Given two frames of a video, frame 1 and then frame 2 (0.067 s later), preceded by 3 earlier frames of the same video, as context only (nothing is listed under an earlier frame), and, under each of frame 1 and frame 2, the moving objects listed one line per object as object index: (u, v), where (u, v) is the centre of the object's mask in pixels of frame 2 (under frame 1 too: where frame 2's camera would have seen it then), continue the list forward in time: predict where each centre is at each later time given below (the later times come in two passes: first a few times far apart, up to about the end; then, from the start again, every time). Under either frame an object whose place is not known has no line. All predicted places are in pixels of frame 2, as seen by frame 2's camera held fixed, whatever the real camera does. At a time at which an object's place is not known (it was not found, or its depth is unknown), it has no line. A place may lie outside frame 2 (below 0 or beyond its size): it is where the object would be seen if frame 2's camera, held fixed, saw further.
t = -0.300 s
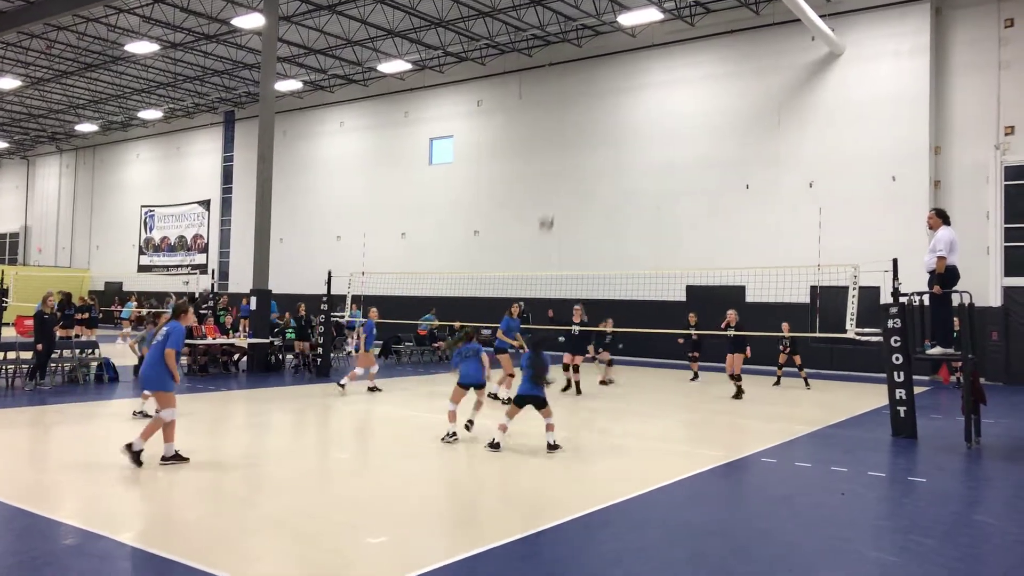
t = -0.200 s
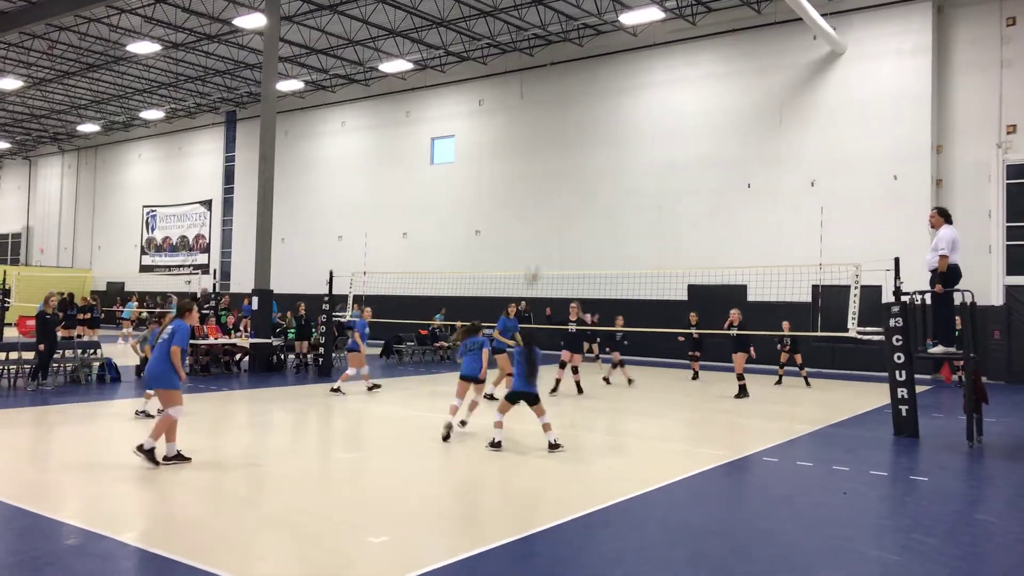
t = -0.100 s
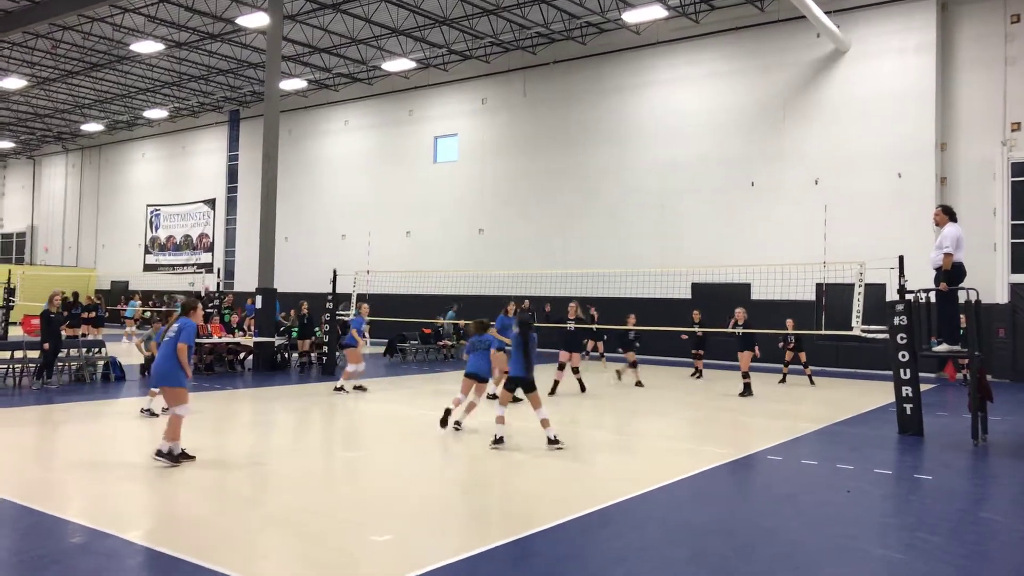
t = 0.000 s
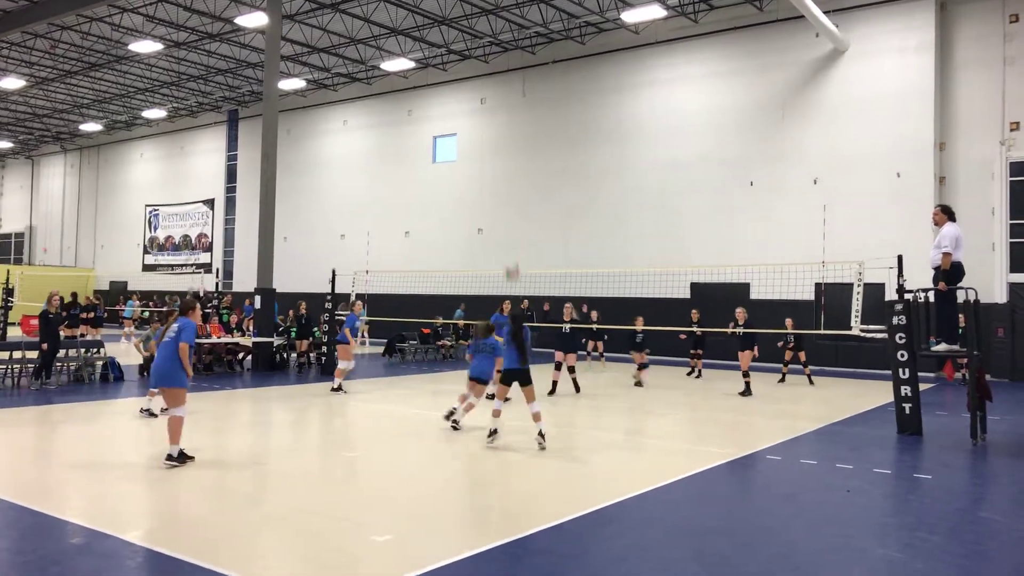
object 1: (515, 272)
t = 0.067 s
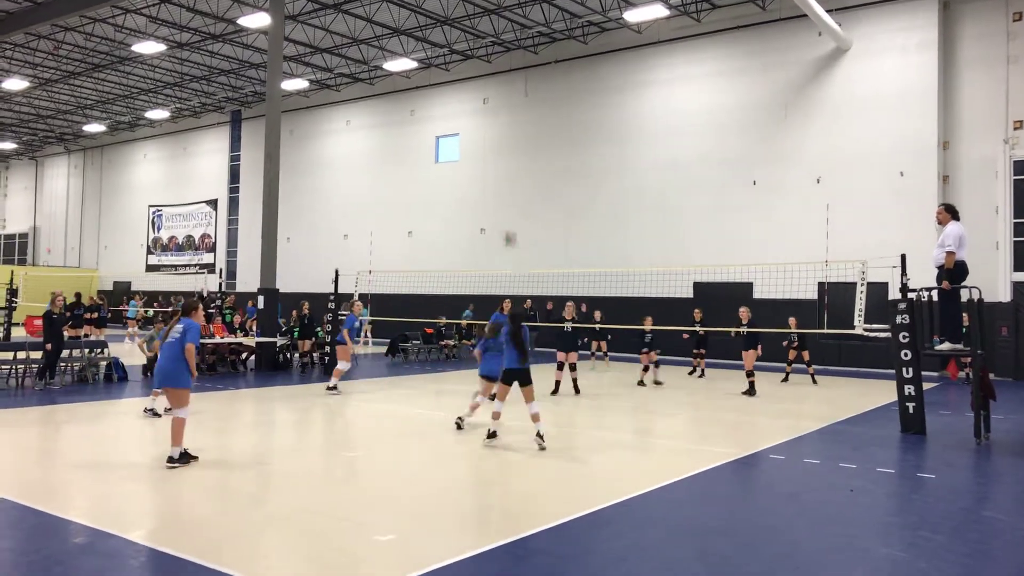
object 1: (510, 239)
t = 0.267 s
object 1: (492, 163)
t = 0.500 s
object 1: (474, 120)
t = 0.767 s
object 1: (456, 124)
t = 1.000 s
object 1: (440, 164)
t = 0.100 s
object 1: (505, 222)
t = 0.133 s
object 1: (503, 207)
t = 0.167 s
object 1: (500, 196)
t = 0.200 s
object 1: (498, 184)
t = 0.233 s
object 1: (495, 172)
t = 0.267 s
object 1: (492, 163)
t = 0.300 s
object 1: (489, 154)
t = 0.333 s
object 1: (487, 146)
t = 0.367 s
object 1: (485, 139)
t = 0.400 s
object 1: (482, 134)
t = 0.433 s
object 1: (478, 128)
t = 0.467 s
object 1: (476, 124)
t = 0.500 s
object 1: (474, 120)
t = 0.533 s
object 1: (472, 118)
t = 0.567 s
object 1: (470, 117)
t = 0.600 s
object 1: (467, 116)
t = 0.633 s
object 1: (466, 116)
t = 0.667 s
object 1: (463, 117)
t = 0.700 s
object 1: (460, 118)
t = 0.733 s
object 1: (458, 120)
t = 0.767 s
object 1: (456, 124)
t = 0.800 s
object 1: (453, 127)
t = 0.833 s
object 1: (451, 131)
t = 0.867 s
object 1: (450, 136)
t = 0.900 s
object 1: (447, 142)
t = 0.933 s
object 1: (445, 149)
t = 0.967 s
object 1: (444, 156)
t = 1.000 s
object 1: (440, 164)
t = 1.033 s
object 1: (438, 171)
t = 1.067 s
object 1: (436, 181)
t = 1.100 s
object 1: (434, 190)
